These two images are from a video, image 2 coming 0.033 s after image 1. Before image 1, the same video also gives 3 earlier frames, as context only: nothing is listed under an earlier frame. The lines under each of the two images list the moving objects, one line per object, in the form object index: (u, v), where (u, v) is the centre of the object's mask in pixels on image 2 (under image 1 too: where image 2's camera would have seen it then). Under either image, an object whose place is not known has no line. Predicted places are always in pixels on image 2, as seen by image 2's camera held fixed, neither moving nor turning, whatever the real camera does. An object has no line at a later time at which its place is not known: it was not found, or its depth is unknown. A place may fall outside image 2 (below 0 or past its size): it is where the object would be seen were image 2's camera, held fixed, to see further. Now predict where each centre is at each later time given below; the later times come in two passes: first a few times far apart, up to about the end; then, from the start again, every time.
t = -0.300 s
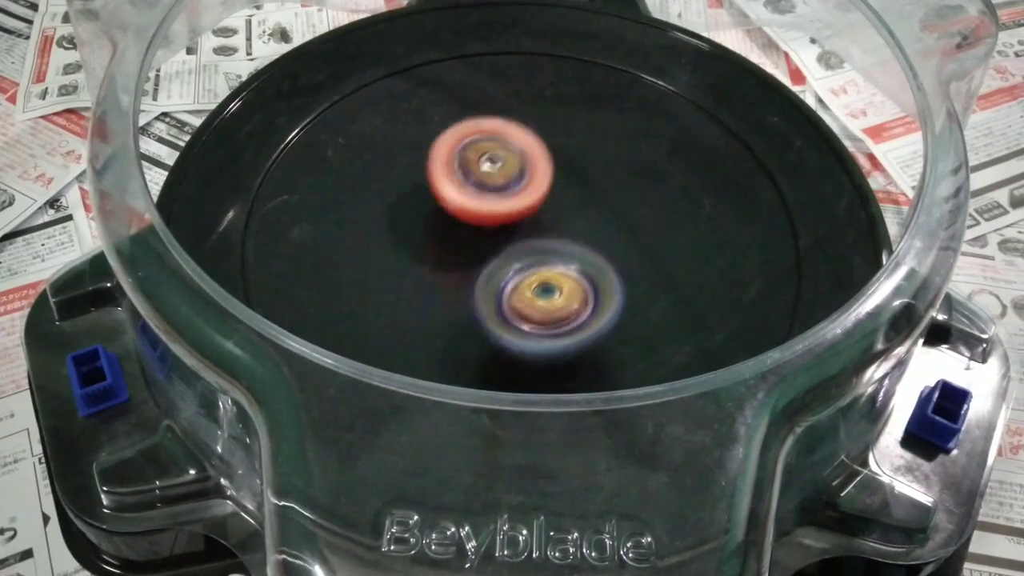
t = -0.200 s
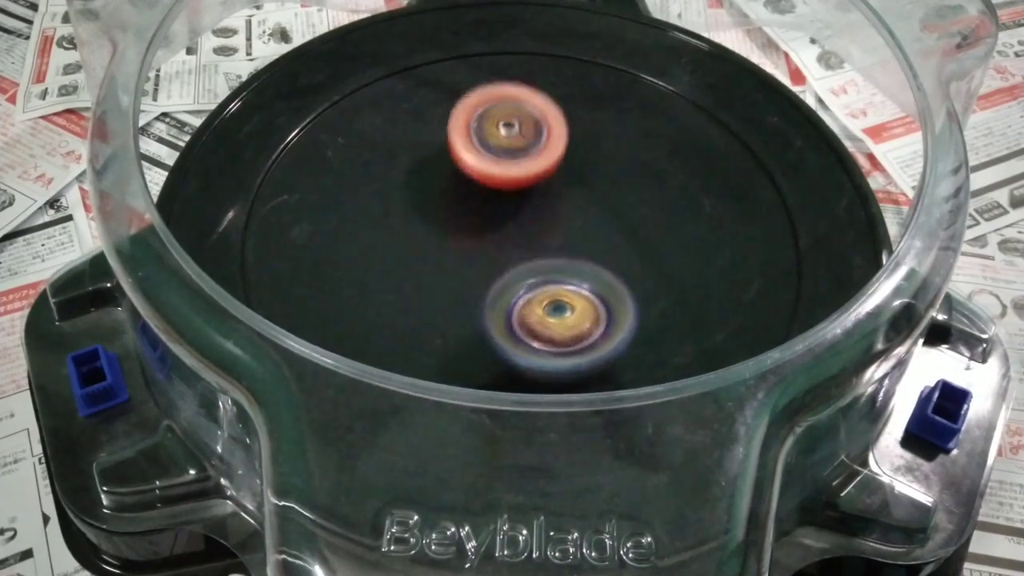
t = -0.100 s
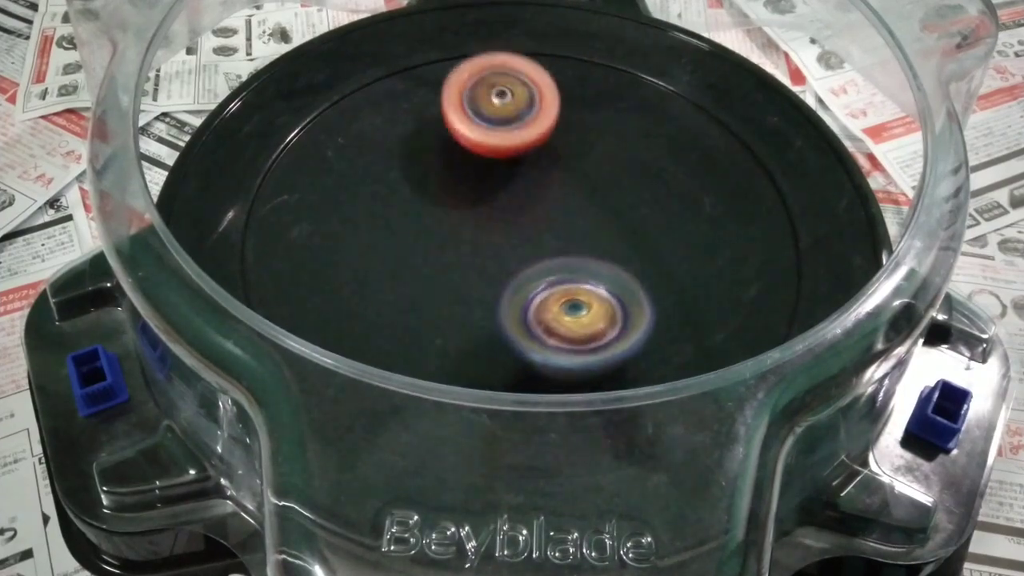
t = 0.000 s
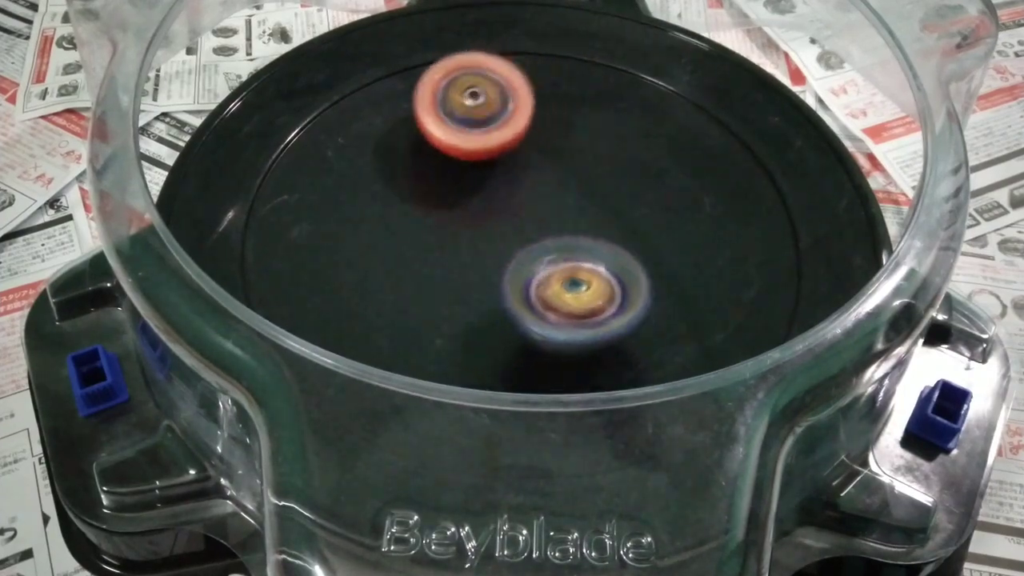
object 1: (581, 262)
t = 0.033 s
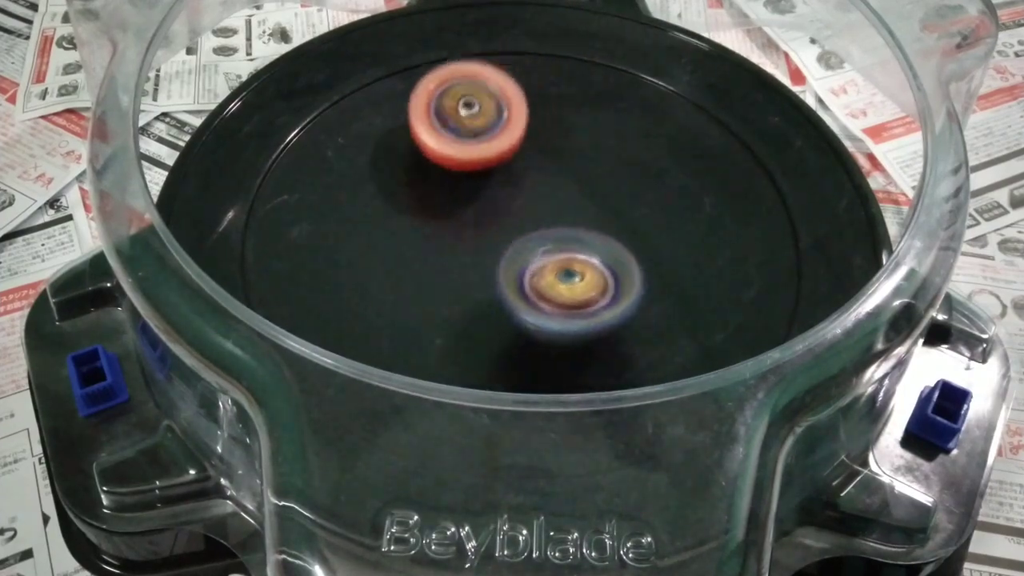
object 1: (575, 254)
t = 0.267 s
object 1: (531, 299)
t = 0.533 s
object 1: (584, 338)
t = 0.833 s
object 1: (514, 287)
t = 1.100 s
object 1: (401, 252)
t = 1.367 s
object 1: (372, 202)
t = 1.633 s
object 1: (432, 163)
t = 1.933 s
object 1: (538, 132)
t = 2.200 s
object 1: (608, 111)
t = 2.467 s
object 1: (616, 156)
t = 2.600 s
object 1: (607, 199)
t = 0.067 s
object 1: (566, 245)
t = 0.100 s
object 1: (556, 237)
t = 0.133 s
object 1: (547, 230)
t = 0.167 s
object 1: (540, 235)
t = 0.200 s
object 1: (528, 262)
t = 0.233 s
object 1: (531, 285)
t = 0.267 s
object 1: (531, 299)
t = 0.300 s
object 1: (536, 310)
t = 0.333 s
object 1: (537, 325)
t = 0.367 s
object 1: (544, 333)
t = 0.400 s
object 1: (553, 337)
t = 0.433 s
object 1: (561, 342)
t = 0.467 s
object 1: (569, 344)
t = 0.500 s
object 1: (576, 343)
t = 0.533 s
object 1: (584, 338)
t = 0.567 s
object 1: (583, 331)
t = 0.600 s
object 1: (586, 321)
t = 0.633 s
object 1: (588, 337)
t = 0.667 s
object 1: (594, 296)
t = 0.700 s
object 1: (585, 283)
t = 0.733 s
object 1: (579, 270)
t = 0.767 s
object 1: (562, 286)
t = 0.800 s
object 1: (544, 282)
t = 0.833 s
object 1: (514, 287)
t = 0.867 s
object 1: (493, 287)
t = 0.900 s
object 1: (485, 257)
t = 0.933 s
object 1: (472, 254)
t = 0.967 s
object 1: (460, 248)
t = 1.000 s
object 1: (437, 270)
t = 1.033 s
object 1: (425, 264)
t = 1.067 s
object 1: (413, 258)
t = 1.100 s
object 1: (401, 252)
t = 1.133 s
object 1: (392, 246)
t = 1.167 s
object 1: (385, 240)
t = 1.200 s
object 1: (379, 234)
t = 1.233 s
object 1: (376, 228)
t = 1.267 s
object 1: (374, 221)
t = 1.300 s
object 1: (372, 215)
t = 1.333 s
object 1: (372, 208)
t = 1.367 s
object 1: (372, 202)
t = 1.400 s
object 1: (375, 197)
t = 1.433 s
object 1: (380, 192)
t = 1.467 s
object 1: (386, 187)
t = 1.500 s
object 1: (395, 182)
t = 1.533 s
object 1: (403, 176)
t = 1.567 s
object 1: (412, 172)
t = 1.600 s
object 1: (422, 166)
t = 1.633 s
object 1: (432, 163)
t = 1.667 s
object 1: (445, 159)
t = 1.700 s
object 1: (457, 156)
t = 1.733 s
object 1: (469, 152)
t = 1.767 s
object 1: (481, 147)
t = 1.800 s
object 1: (492, 144)
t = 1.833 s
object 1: (503, 140)
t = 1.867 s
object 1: (514, 137)
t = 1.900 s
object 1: (526, 134)
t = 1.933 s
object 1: (538, 132)
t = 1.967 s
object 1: (550, 130)
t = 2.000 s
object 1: (560, 128)
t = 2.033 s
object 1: (571, 124)
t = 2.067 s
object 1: (579, 119)
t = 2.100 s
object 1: (587, 117)
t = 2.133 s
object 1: (595, 114)
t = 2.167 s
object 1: (602, 113)
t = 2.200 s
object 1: (608, 111)
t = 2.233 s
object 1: (612, 112)
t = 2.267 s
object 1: (613, 113)
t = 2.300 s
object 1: (615, 118)
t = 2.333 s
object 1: (617, 124)
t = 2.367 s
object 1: (619, 131)
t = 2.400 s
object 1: (620, 137)
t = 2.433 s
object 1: (620, 144)
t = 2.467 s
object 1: (616, 156)
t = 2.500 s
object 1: (615, 167)
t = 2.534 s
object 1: (612, 179)
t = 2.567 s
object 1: (609, 189)
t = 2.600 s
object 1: (607, 199)
